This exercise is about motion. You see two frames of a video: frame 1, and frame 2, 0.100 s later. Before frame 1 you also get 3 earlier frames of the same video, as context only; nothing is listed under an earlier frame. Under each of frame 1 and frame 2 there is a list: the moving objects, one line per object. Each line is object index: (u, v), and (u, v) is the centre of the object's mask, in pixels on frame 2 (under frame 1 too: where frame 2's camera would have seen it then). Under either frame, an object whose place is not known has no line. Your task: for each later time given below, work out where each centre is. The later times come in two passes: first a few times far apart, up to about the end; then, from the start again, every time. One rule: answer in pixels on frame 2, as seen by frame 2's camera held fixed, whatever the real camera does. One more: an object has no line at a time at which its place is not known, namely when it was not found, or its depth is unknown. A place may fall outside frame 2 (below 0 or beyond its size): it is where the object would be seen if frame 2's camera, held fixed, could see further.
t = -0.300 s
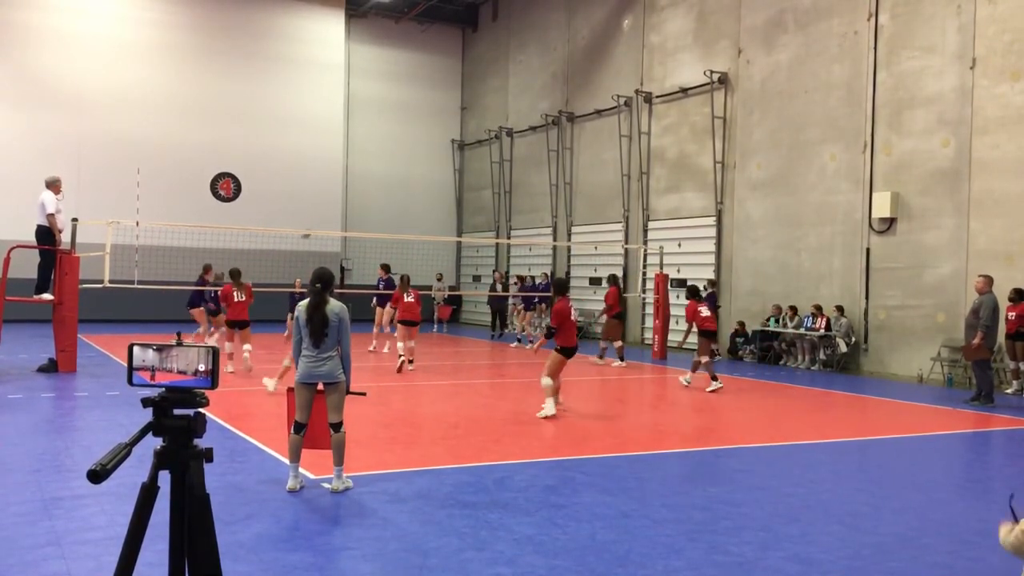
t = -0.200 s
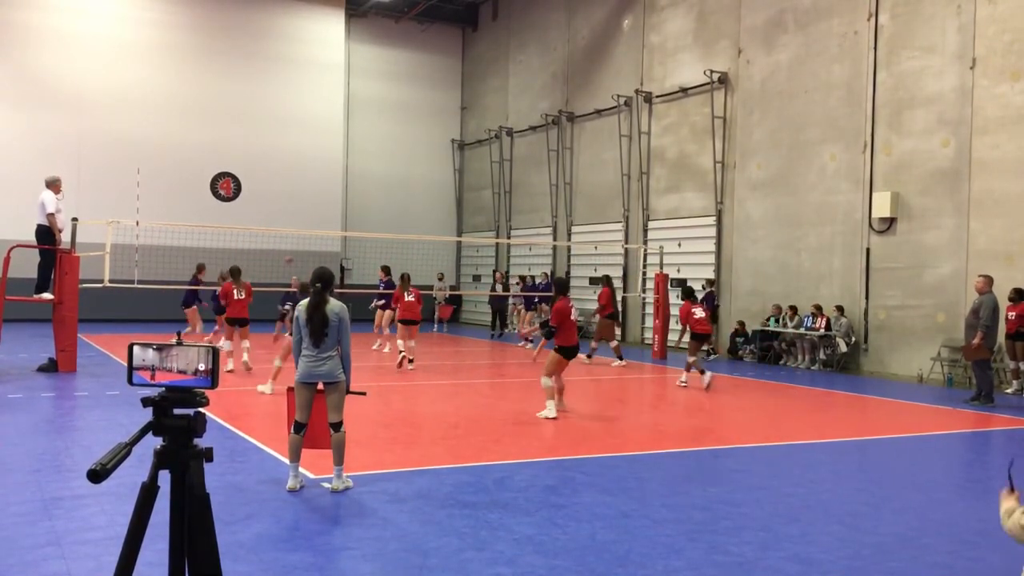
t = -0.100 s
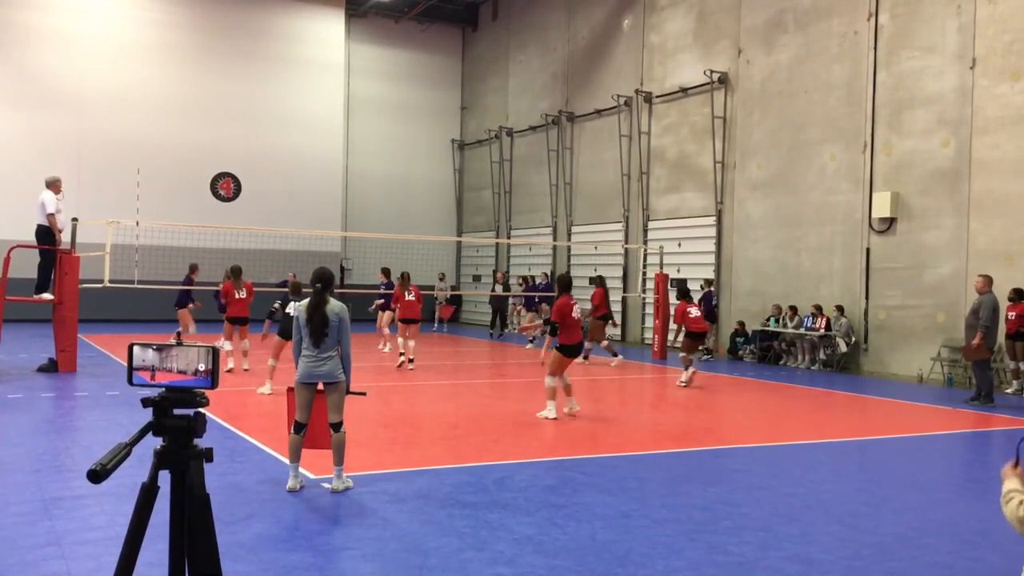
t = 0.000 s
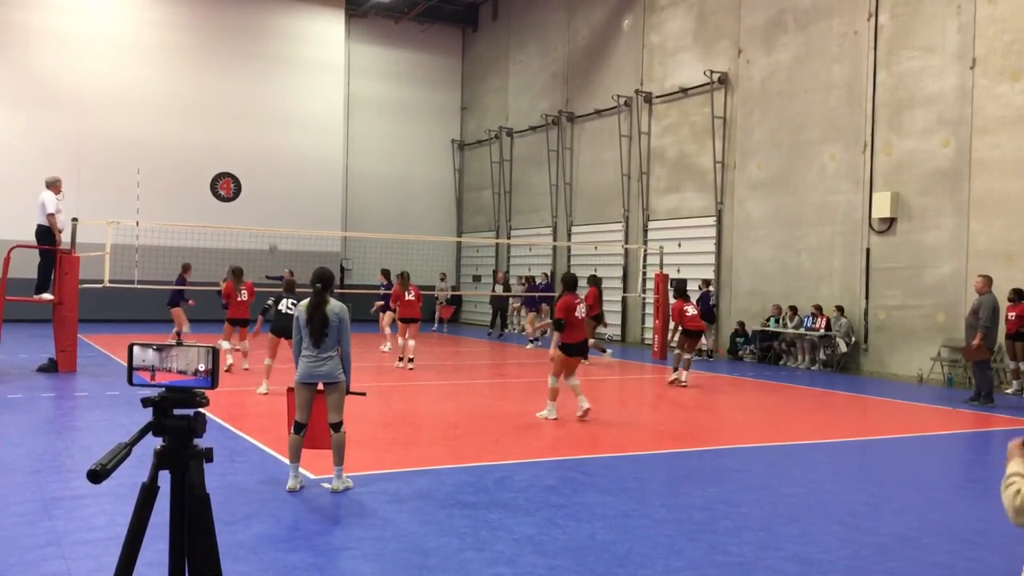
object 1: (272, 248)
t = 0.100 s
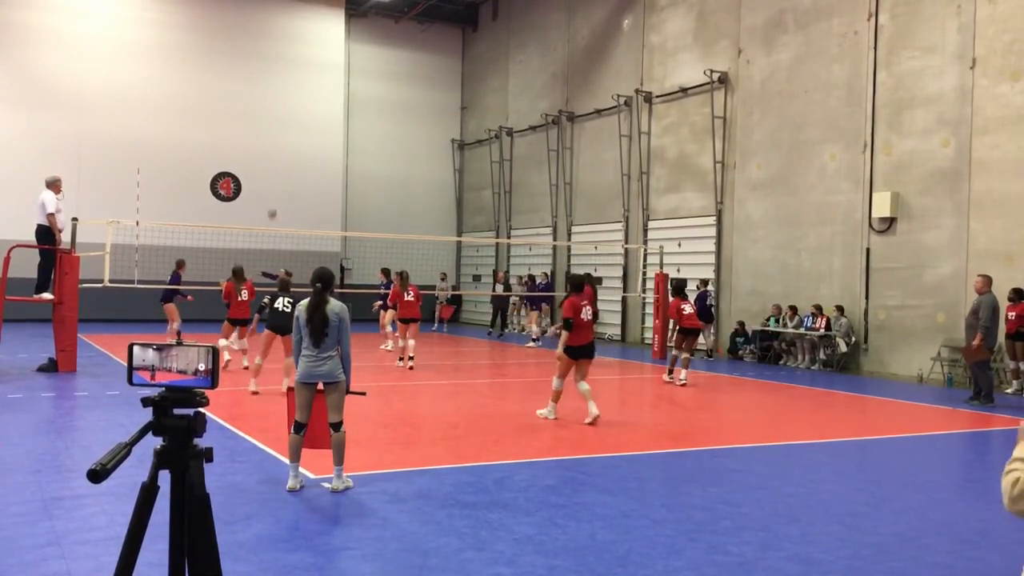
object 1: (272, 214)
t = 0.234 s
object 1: (270, 177)
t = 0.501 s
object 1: (267, 125)
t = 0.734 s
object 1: (264, 103)
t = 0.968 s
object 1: (260, 106)
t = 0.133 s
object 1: (271, 204)
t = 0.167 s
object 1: (271, 194)
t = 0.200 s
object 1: (271, 186)
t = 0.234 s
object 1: (270, 177)
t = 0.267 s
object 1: (270, 169)
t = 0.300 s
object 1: (270, 161)
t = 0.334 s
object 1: (270, 153)
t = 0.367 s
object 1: (269, 147)
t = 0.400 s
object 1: (269, 140)
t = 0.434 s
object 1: (268, 135)
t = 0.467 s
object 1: (268, 129)
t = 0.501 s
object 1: (267, 125)
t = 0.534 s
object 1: (267, 120)
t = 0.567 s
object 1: (266, 116)
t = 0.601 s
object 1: (266, 112)
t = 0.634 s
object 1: (265, 109)
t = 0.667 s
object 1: (265, 107)
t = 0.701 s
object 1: (264, 105)
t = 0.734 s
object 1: (264, 103)
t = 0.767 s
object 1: (263, 102)
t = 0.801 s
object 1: (262, 101)
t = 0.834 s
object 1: (262, 101)
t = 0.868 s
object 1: (262, 102)
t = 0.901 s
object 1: (261, 103)
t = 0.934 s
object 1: (260, 104)
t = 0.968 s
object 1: (260, 106)
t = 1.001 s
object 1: (259, 109)
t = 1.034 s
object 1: (259, 111)
